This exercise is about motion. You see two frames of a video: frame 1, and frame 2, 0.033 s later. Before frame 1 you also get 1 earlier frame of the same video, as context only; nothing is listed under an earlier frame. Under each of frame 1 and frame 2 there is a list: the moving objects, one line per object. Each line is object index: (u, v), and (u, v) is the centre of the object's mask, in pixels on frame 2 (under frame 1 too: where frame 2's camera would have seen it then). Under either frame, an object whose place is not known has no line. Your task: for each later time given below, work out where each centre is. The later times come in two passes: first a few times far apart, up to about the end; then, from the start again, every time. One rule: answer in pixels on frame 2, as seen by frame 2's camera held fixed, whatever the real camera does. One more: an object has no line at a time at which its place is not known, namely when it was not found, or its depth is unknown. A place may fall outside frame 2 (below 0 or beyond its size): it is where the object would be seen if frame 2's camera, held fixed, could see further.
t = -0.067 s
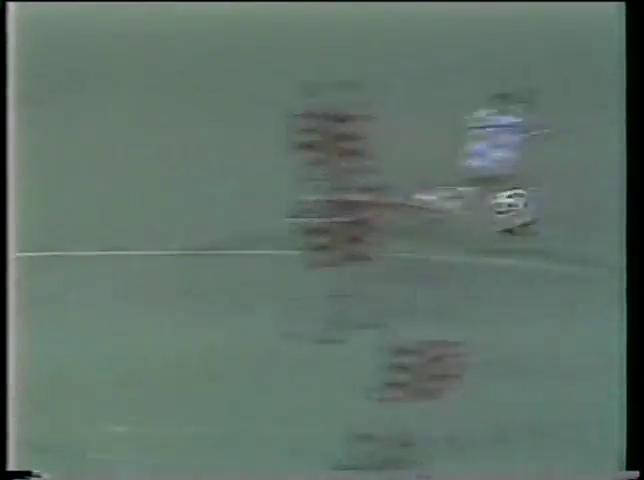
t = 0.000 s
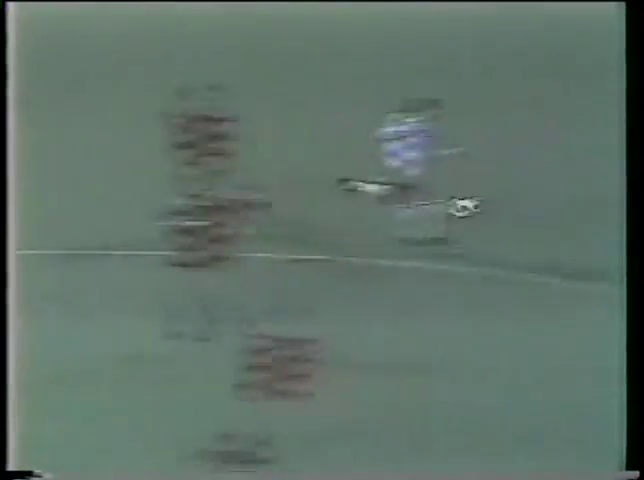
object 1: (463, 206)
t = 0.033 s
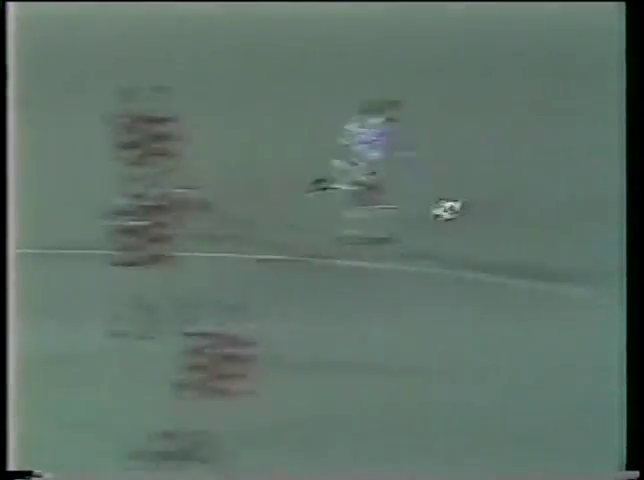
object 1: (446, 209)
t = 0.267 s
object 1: (428, 262)
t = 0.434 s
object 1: (442, 320)
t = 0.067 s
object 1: (433, 213)
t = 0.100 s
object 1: (422, 218)
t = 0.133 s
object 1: (416, 224)
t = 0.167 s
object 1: (415, 229)
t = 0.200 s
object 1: (420, 241)
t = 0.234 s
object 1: (424, 251)
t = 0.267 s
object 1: (428, 262)
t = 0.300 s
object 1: (432, 274)
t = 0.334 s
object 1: (434, 286)
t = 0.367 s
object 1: (436, 300)
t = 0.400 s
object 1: (439, 308)
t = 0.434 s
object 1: (442, 320)
